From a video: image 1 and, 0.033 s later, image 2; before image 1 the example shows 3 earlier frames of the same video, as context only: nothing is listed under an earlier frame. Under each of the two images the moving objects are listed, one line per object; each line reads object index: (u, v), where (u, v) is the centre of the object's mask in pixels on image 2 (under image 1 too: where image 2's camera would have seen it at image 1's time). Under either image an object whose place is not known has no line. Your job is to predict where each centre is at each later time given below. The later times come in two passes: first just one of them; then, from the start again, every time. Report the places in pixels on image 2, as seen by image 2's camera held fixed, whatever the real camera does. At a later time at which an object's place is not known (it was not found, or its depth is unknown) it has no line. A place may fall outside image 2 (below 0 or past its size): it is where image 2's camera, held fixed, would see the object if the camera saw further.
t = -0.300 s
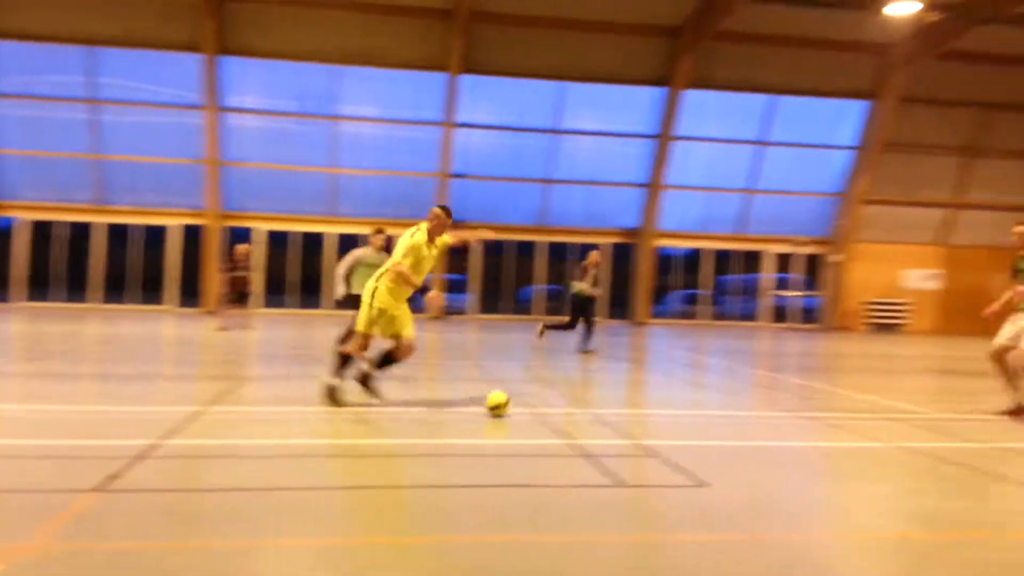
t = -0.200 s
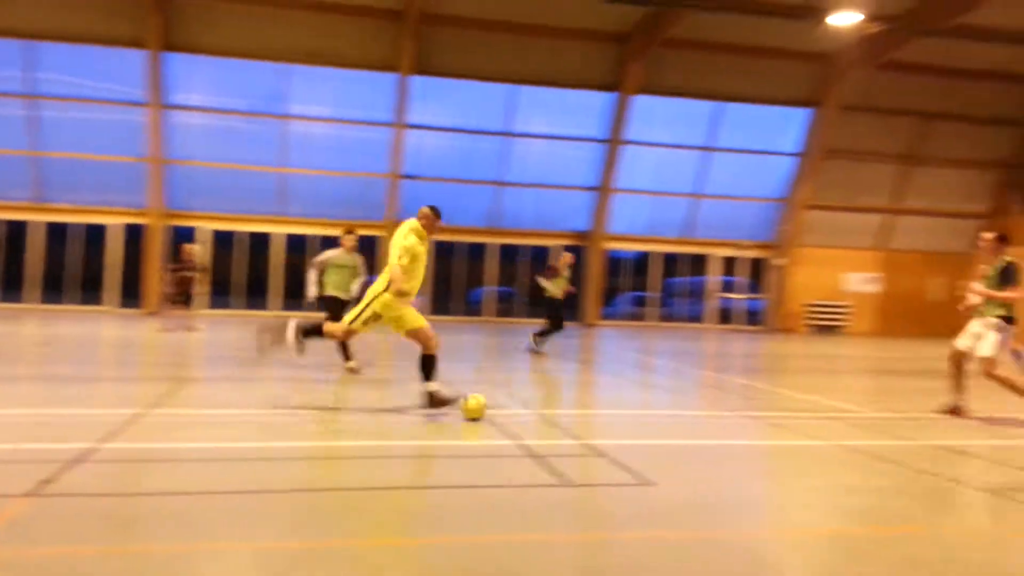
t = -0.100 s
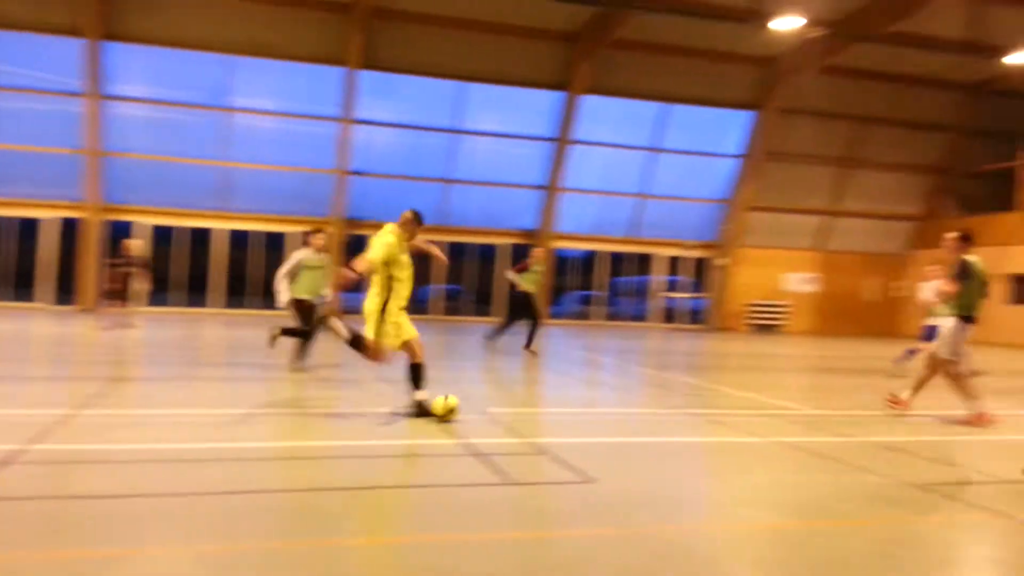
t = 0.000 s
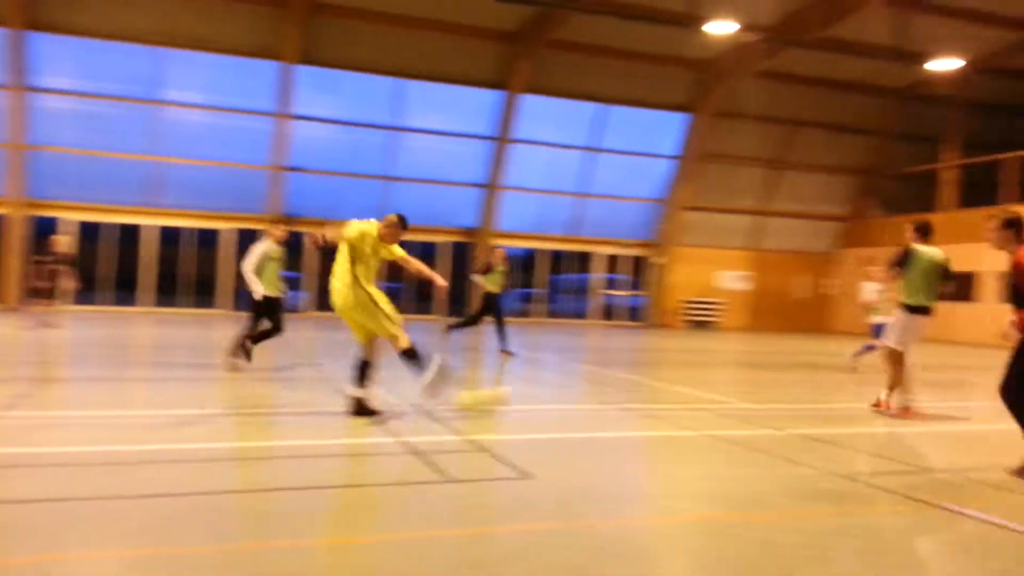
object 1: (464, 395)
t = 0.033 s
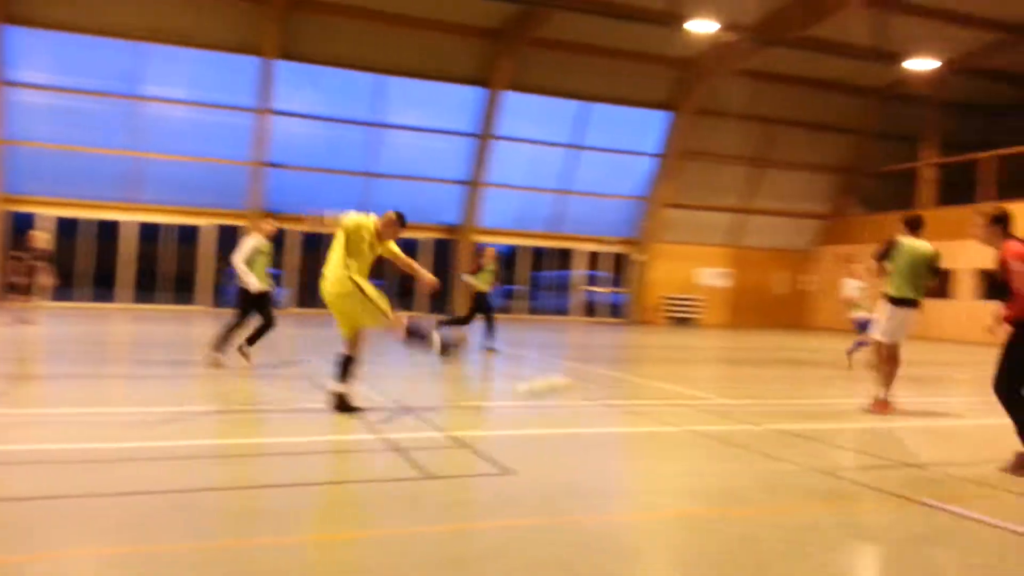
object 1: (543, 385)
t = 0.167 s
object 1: (760, 372)
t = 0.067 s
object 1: (609, 379)
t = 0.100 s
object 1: (667, 374)
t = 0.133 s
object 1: (716, 373)
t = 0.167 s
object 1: (760, 372)
